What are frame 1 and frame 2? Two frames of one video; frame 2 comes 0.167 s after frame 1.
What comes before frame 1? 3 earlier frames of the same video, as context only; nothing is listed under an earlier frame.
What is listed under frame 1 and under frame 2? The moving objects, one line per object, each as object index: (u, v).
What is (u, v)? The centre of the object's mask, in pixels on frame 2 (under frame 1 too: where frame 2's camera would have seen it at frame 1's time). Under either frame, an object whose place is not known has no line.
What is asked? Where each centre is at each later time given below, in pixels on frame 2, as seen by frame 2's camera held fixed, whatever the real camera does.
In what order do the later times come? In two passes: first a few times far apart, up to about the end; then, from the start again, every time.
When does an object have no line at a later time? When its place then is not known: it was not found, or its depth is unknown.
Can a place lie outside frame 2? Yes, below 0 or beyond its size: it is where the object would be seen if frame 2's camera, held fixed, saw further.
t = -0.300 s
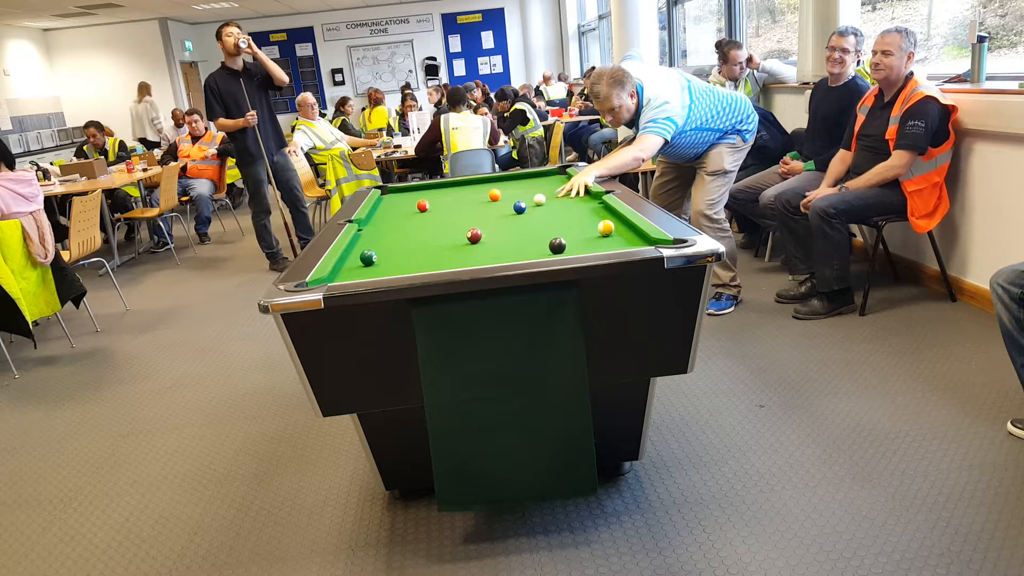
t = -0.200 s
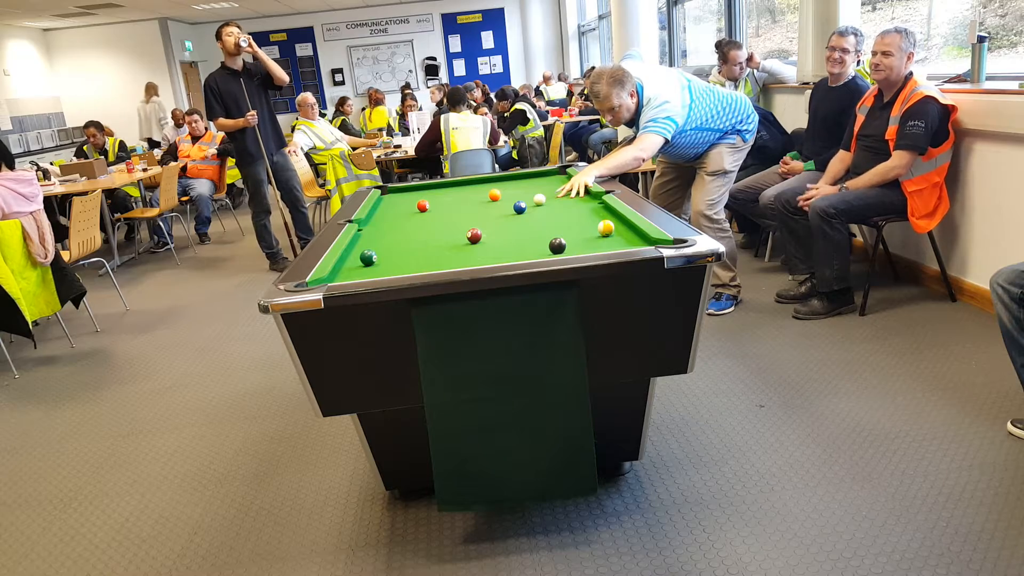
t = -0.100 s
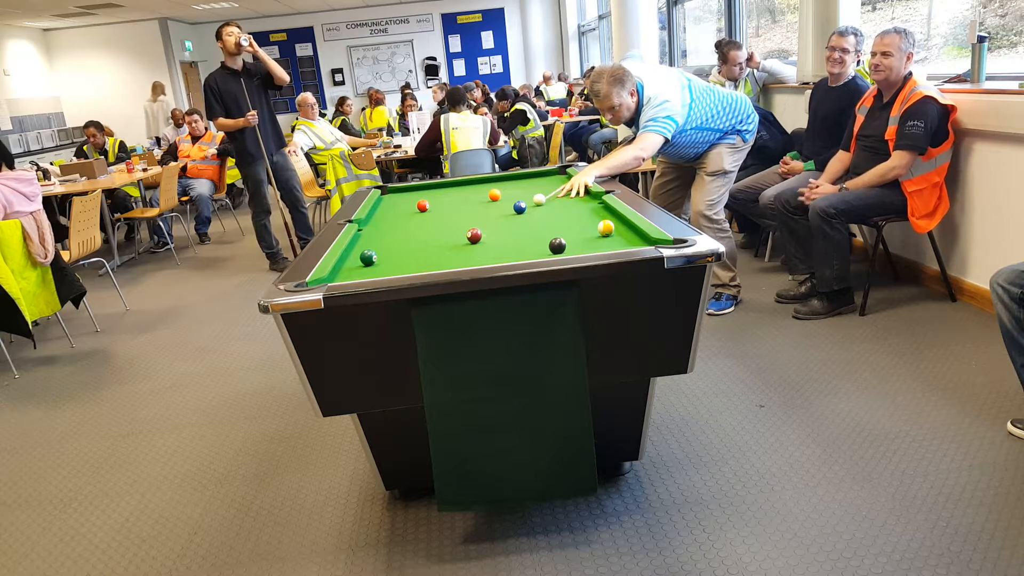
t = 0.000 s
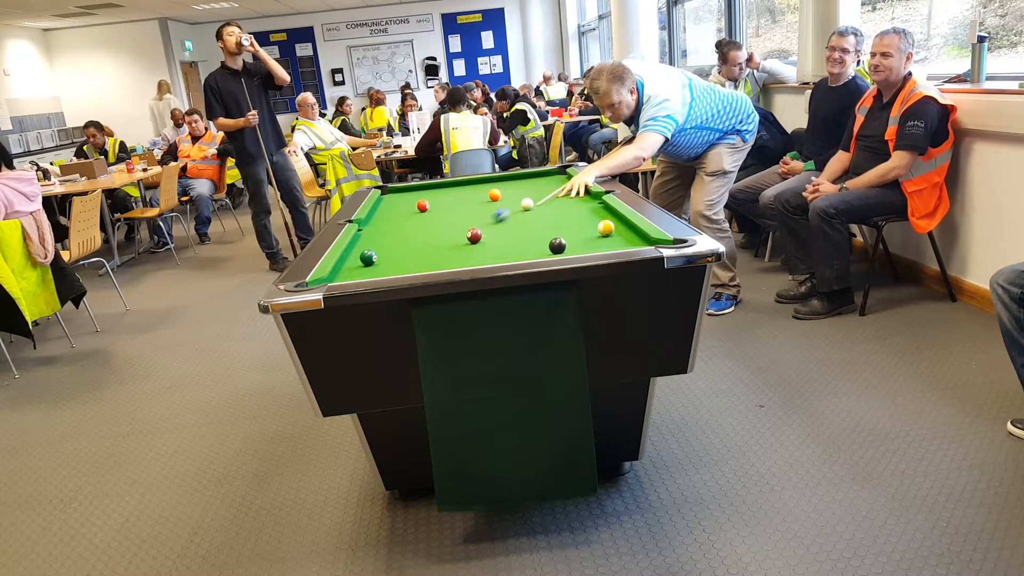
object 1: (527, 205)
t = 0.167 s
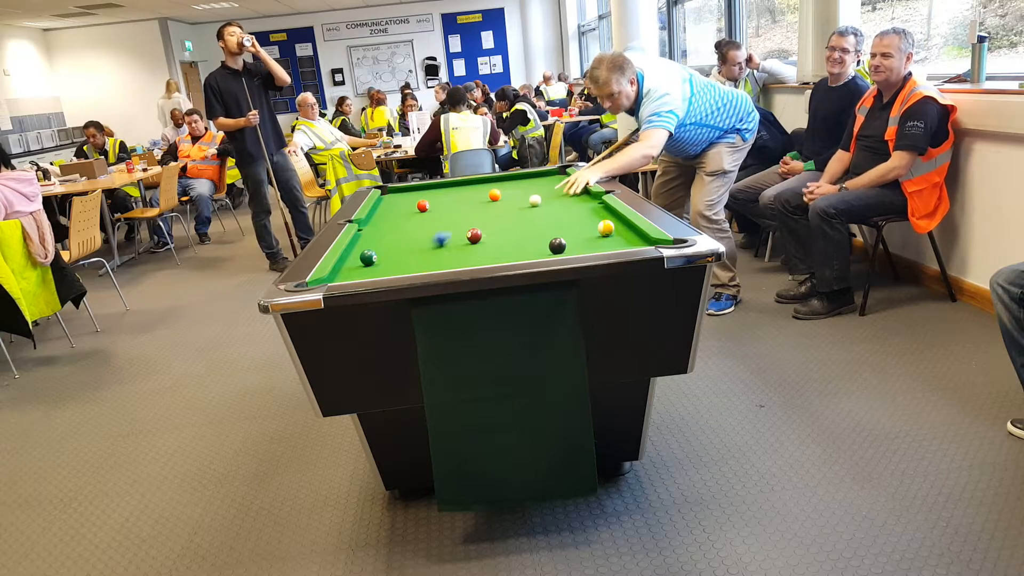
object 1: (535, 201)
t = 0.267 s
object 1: (540, 199)
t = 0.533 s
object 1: (553, 193)
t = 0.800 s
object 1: (565, 187)
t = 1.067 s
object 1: (572, 183)
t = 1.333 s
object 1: (562, 181)
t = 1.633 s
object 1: (552, 180)
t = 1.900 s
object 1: (545, 179)
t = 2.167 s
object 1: (539, 179)
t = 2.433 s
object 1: (533, 178)
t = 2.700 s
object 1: (529, 177)
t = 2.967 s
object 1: (525, 176)
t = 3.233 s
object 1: (522, 176)
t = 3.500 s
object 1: (520, 176)
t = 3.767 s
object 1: (519, 176)
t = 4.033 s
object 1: (519, 176)
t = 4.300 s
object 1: (519, 176)
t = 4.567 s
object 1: (519, 176)
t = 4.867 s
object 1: (519, 176)
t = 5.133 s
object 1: (519, 176)
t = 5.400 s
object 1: (519, 176)
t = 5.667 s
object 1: (519, 176)
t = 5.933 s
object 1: (519, 176)
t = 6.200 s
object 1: (519, 176)
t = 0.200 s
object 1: (536, 200)
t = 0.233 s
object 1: (538, 200)
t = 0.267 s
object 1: (540, 199)
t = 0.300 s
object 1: (542, 198)
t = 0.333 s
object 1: (543, 197)
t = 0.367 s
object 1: (545, 196)
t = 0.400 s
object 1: (547, 196)
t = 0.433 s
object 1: (548, 195)
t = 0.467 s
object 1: (550, 194)
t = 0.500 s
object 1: (551, 193)
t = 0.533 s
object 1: (553, 193)
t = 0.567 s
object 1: (554, 192)
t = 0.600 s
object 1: (556, 191)
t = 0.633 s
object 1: (558, 190)
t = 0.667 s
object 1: (559, 190)
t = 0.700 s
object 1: (560, 189)
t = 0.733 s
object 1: (562, 189)
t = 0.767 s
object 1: (563, 188)
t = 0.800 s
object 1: (565, 187)
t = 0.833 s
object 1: (566, 186)
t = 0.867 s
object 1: (567, 186)
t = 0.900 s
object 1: (568, 185)
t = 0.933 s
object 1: (570, 185)
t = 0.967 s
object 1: (571, 184)
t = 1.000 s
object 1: (572, 183)
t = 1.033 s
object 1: (573, 183)
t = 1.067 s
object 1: (572, 183)
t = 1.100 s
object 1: (571, 182)
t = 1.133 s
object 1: (569, 182)
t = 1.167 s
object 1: (568, 182)
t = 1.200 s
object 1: (567, 182)
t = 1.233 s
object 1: (566, 182)
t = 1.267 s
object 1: (564, 182)
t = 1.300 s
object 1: (563, 182)
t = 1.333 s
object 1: (562, 181)
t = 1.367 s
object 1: (561, 181)
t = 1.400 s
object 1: (560, 181)
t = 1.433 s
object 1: (559, 181)
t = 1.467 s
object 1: (557, 181)
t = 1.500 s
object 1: (556, 181)
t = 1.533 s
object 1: (555, 181)
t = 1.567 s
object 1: (554, 181)
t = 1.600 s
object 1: (553, 180)
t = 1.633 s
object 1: (552, 180)
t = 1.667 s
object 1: (551, 180)
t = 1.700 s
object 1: (551, 180)
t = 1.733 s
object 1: (549, 180)
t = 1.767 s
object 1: (548, 180)
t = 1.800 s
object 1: (548, 180)
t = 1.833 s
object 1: (547, 180)
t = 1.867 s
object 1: (546, 179)
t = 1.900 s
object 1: (545, 179)
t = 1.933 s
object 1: (544, 179)
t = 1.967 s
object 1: (543, 179)
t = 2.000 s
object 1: (543, 179)
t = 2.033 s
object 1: (542, 179)
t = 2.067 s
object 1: (541, 179)
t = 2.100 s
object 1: (540, 179)
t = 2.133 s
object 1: (539, 179)
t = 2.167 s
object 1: (539, 179)
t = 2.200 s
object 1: (538, 178)
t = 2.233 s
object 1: (537, 178)
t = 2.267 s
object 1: (537, 178)
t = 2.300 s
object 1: (536, 178)
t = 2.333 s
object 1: (535, 178)
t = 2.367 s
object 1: (535, 178)
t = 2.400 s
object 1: (534, 178)
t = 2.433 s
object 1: (533, 178)
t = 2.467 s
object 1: (533, 178)
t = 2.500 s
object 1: (532, 178)
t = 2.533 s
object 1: (532, 177)
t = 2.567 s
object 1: (531, 177)
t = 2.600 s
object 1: (531, 177)
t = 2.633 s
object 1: (530, 177)
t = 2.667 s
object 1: (529, 177)
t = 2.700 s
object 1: (529, 177)
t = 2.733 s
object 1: (528, 177)
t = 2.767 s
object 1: (528, 177)
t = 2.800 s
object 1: (527, 177)
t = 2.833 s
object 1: (527, 177)
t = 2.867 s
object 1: (527, 176)
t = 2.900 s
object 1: (526, 176)
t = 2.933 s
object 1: (526, 176)
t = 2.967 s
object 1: (525, 176)
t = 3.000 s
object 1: (525, 176)
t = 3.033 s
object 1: (524, 176)
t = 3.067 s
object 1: (524, 176)
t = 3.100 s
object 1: (524, 176)
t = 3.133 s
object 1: (523, 176)
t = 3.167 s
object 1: (523, 176)
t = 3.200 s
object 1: (523, 176)
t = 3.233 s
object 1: (522, 176)
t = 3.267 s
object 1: (522, 176)
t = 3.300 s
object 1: (522, 176)
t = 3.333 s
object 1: (521, 176)
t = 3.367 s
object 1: (521, 176)
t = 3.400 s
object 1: (521, 176)
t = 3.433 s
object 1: (520, 176)
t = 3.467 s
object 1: (520, 176)
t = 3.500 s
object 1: (520, 176)
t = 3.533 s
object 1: (520, 176)
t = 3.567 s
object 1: (520, 176)
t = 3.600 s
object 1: (519, 176)
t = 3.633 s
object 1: (519, 176)
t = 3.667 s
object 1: (519, 176)
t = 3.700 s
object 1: (519, 176)
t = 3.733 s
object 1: (519, 176)
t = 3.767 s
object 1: (519, 176)
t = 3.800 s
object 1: (519, 176)
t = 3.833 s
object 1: (519, 176)
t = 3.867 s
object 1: (519, 176)
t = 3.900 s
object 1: (519, 176)
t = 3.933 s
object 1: (519, 176)
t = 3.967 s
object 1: (519, 176)
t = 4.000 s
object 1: (519, 176)
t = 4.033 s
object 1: (519, 176)
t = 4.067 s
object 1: (519, 176)
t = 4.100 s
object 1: (519, 176)
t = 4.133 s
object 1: (519, 176)
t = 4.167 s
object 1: (519, 176)
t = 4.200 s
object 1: (519, 176)
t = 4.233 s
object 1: (519, 176)
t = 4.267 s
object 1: (519, 176)
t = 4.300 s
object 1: (519, 176)
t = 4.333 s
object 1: (519, 176)
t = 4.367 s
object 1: (519, 176)
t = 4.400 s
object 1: (519, 176)
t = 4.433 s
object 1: (519, 176)
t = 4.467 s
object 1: (519, 176)
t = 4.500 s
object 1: (519, 176)
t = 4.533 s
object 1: (519, 176)
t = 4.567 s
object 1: (519, 176)
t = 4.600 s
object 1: (519, 176)
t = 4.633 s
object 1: (519, 176)
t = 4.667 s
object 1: (519, 176)
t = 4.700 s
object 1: (519, 176)
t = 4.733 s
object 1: (519, 176)
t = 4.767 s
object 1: (519, 176)
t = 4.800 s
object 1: (519, 176)
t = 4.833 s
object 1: (519, 176)
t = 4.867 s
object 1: (519, 176)
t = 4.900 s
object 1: (519, 176)
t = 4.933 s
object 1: (519, 176)
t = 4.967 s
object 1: (519, 176)
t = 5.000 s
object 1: (519, 176)
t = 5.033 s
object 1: (519, 176)
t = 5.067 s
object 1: (519, 176)
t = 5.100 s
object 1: (519, 176)
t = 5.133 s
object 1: (519, 176)
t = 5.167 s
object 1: (519, 176)
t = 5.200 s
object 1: (519, 176)
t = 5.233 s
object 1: (519, 176)
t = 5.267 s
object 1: (519, 176)
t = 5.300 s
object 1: (519, 176)
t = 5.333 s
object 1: (519, 176)
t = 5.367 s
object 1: (519, 176)
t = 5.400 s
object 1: (519, 176)
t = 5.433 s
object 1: (519, 176)
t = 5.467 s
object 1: (519, 176)
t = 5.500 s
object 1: (519, 176)
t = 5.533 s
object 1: (519, 176)
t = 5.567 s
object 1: (519, 176)
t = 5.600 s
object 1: (519, 176)
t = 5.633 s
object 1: (519, 176)
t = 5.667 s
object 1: (519, 176)
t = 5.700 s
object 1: (519, 176)
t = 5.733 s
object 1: (519, 176)
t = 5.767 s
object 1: (519, 176)
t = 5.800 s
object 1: (519, 176)
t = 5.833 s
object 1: (519, 176)
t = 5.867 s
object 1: (519, 176)
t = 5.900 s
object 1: (519, 176)
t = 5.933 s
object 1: (519, 176)
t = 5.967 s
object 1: (519, 176)
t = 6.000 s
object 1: (519, 176)
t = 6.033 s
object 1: (519, 176)
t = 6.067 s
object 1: (519, 176)
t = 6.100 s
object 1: (519, 176)
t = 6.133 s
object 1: (519, 176)
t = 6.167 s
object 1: (519, 176)
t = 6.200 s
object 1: (519, 176)
